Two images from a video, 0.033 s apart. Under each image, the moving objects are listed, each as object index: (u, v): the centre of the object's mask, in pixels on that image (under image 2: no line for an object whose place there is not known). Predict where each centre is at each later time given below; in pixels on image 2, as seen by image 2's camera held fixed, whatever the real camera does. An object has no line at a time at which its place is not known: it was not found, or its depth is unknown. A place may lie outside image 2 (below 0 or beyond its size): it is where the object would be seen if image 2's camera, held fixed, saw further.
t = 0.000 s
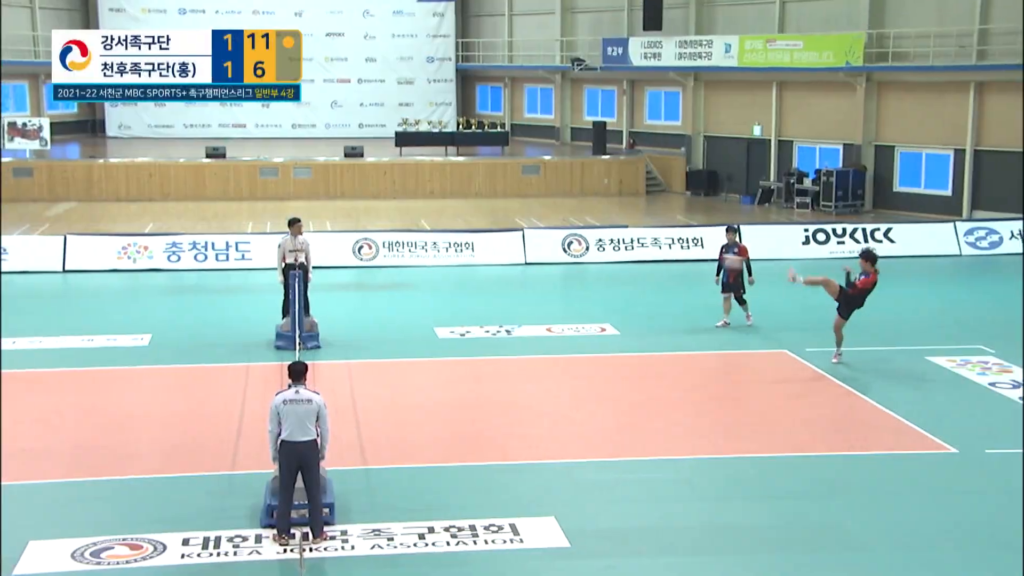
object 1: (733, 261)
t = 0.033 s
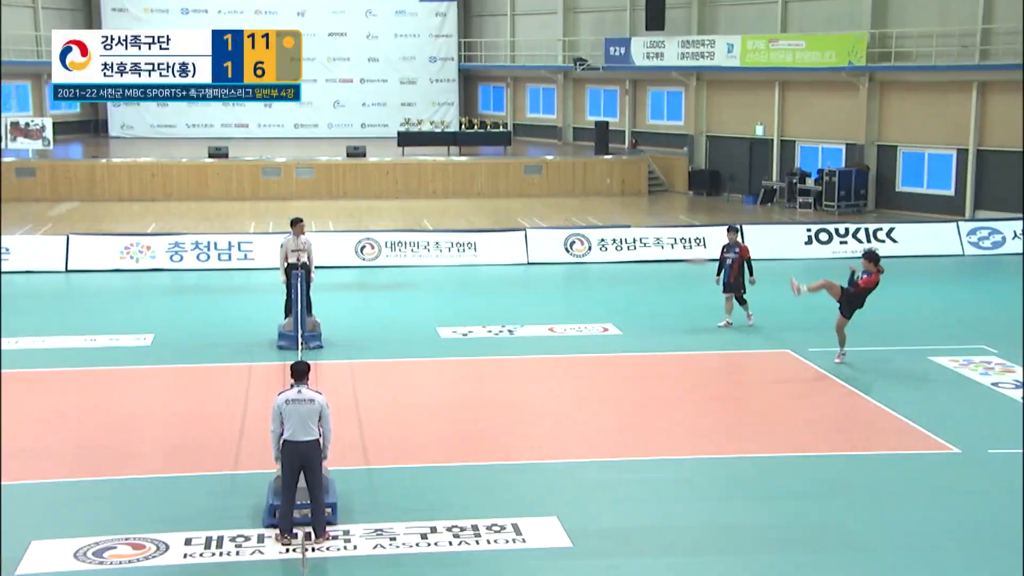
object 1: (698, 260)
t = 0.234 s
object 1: (454, 254)
